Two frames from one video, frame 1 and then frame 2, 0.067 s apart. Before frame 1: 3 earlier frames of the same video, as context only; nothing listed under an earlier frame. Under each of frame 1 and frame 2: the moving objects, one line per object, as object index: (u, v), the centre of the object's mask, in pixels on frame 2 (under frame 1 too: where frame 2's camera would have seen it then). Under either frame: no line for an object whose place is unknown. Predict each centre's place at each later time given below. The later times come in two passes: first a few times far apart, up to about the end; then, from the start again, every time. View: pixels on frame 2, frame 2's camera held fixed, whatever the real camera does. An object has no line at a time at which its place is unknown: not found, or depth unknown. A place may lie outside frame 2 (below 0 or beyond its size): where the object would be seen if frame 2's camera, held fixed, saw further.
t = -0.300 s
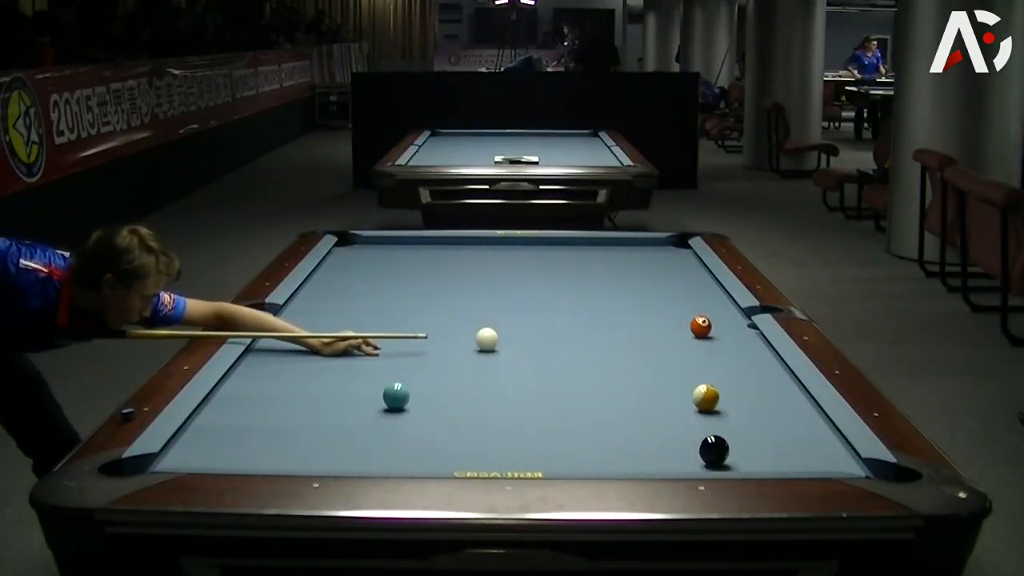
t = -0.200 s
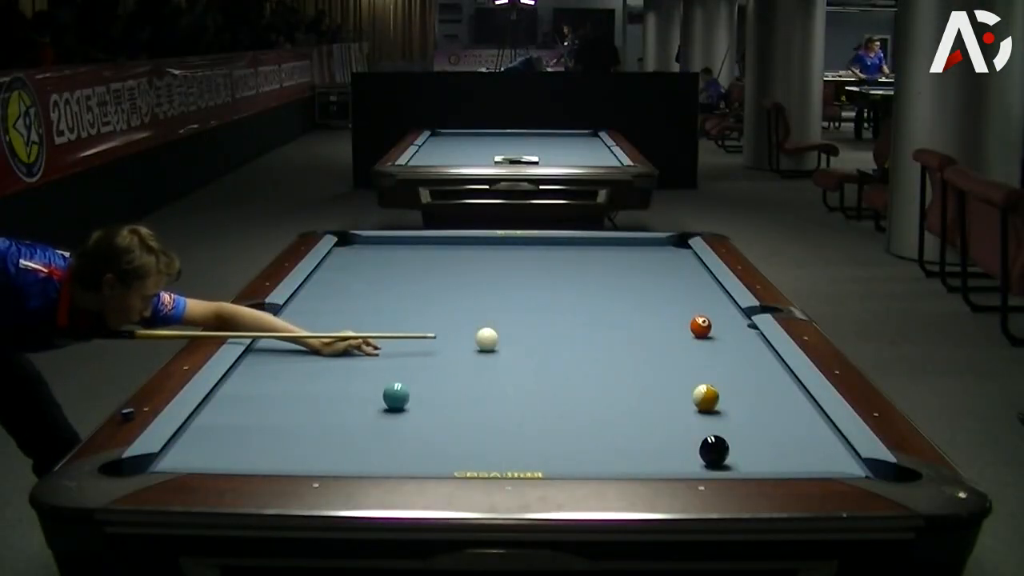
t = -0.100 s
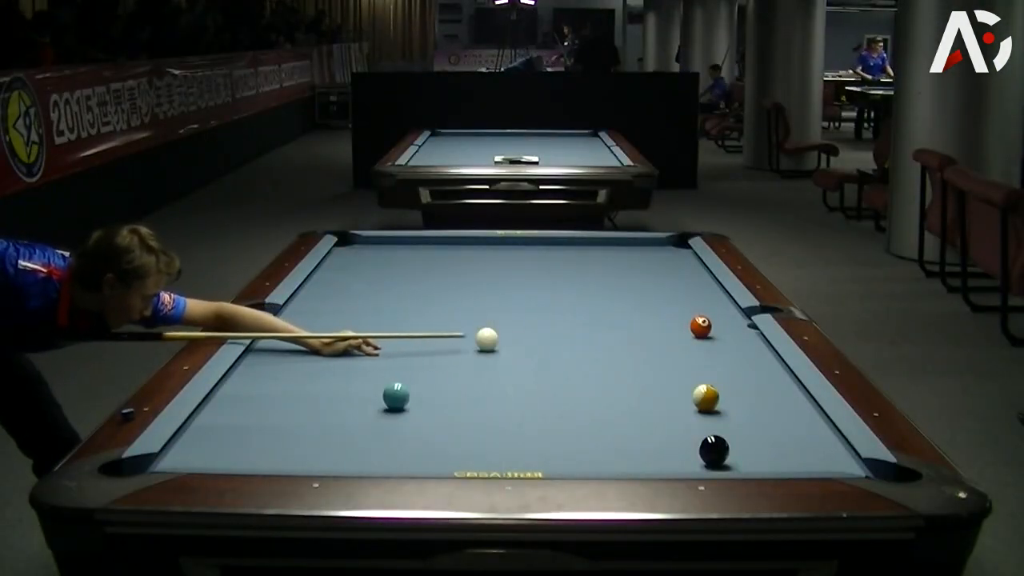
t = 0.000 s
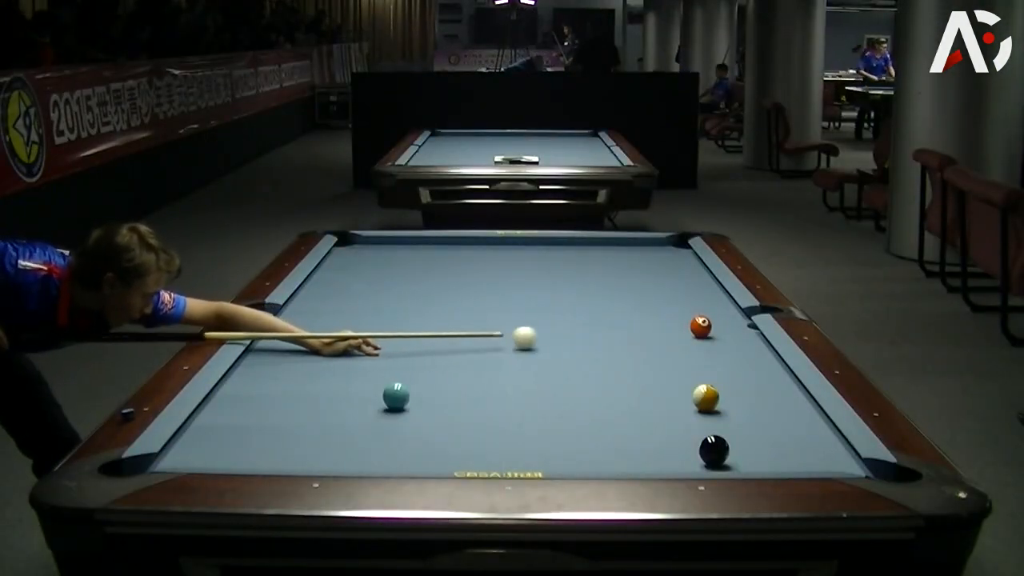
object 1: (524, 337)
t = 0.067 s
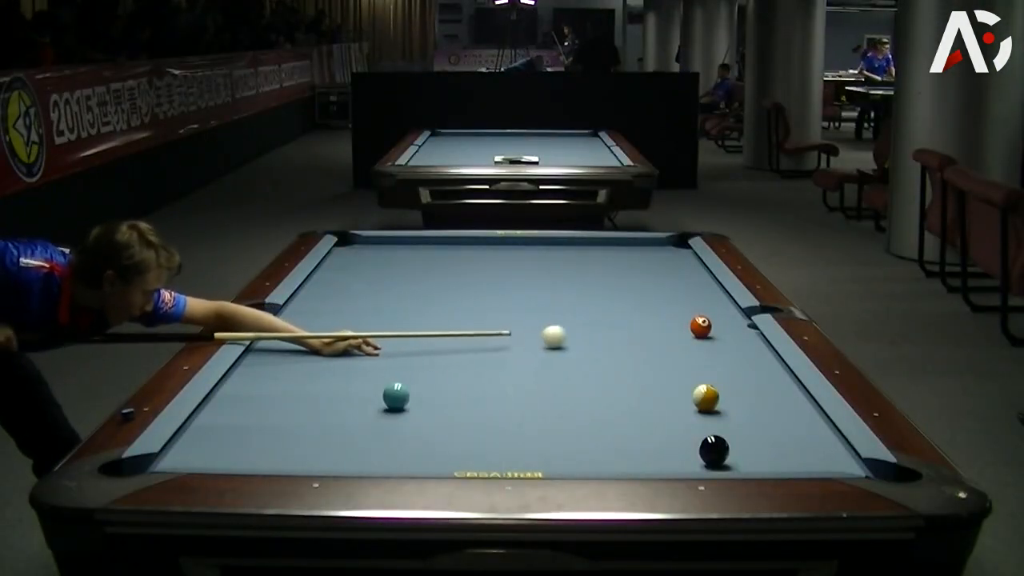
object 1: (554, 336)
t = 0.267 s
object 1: (638, 332)
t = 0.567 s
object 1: (730, 335)
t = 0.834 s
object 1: (730, 337)
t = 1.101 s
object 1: (702, 337)
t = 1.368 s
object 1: (675, 338)
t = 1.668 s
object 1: (648, 338)
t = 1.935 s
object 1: (625, 339)
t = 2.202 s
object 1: (605, 339)
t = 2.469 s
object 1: (586, 339)
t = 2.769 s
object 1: (568, 340)
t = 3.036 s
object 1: (554, 340)
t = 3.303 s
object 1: (542, 341)
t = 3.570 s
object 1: (532, 341)
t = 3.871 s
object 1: (523, 341)
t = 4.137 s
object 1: (518, 341)
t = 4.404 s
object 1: (514, 341)
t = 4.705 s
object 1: (513, 341)
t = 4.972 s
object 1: (514, 341)
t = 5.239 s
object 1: (514, 341)
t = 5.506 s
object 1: (514, 341)
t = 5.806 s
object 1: (514, 341)
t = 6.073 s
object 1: (514, 341)
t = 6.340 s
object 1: (514, 341)
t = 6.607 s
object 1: (514, 341)
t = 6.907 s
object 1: (514, 341)
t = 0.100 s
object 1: (568, 335)
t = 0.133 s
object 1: (582, 335)
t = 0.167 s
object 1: (597, 334)
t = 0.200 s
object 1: (610, 333)
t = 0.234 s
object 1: (625, 333)
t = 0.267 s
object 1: (638, 332)
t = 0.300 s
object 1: (652, 332)
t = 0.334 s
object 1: (666, 331)
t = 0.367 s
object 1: (679, 330)
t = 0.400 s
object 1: (690, 331)
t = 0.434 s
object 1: (698, 332)
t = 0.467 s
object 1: (705, 332)
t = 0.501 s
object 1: (714, 333)
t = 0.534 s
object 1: (722, 334)
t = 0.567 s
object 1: (730, 335)
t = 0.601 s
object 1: (739, 335)
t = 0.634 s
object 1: (747, 336)
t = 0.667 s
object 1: (751, 336)
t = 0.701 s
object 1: (746, 337)
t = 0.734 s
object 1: (742, 336)
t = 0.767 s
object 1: (737, 337)
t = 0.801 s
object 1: (733, 337)
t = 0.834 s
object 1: (730, 337)
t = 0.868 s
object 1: (726, 337)
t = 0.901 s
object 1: (723, 337)
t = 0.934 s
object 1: (719, 337)
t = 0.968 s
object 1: (716, 337)
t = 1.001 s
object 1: (712, 337)
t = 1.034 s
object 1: (709, 337)
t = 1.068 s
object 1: (705, 337)
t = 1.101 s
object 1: (702, 337)
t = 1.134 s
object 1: (698, 338)
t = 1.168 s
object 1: (695, 338)
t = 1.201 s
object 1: (692, 338)
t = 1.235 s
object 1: (688, 338)
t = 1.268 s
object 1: (685, 338)
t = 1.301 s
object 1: (682, 338)
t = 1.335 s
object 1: (678, 338)
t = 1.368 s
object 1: (675, 338)
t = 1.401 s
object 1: (672, 338)
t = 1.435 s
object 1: (669, 338)
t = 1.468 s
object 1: (666, 338)
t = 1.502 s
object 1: (663, 338)
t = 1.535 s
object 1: (660, 338)
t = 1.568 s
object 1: (657, 338)
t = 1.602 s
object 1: (654, 338)
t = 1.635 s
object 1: (651, 339)
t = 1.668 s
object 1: (648, 338)
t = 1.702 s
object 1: (644, 339)
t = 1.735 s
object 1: (642, 339)
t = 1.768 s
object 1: (639, 339)
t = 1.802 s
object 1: (636, 339)
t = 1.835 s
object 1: (634, 339)
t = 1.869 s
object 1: (631, 339)
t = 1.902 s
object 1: (628, 339)
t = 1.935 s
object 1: (625, 339)
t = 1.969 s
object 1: (623, 339)
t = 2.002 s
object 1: (620, 339)
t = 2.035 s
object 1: (617, 339)
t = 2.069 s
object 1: (615, 339)
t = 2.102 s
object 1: (612, 339)
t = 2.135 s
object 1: (610, 339)
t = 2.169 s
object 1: (607, 339)
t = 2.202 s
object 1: (605, 339)
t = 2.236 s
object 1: (602, 339)
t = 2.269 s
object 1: (600, 339)
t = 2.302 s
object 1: (598, 339)
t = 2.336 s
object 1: (595, 339)
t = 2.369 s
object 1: (593, 339)
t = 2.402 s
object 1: (591, 339)
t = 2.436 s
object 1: (588, 339)
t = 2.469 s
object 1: (586, 339)
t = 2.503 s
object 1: (584, 339)
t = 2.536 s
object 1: (582, 339)
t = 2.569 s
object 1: (580, 339)
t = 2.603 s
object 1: (578, 339)
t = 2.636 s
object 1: (576, 340)
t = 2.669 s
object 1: (574, 340)
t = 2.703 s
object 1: (572, 340)
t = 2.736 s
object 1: (570, 340)
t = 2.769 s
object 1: (568, 340)
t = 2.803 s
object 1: (566, 340)
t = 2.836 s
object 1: (564, 340)
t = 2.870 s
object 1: (562, 340)
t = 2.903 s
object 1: (560, 340)
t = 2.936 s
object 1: (559, 340)
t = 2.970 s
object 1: (557, 340)
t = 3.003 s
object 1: (555, 340)
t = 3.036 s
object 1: (554, 340)
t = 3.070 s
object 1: (552, 340)
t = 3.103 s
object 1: (550, 340)
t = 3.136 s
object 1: (549, 340)
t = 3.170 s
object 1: (547, 340)
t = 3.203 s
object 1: (546, 340)
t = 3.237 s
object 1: (544, 341)
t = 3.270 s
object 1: (543, 340)
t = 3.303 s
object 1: (542, 341)
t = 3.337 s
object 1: (540, 341)
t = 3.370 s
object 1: (539, 340)
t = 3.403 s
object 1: (537, 341)
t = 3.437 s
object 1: (536, 341)
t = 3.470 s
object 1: (535, 341)
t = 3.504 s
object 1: (534, 340)
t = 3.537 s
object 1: (533, 341)
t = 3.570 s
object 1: (532, 341)
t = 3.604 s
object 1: (530, 341)
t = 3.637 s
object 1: (529, 341)
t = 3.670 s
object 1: (529, 341)
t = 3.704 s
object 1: (527, 340)
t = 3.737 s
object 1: (527, 341)
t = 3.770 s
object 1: (526, 341)
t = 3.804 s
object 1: (525, 341)
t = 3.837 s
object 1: (524, 341)
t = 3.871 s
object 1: (523, 341)
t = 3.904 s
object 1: (522, 341)
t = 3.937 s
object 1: (522, 341)
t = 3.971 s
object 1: (521, 341)
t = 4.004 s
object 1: (520, 341)
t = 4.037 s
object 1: (519, 341)
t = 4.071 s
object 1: (519, 341)
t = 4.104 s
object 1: (518, 341)
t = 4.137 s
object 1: (518, 341)
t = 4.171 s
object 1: (517, 341)
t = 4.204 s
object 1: (517, 341)
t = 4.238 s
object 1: (516, 341)
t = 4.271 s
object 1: (516, 341)
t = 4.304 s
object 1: (515, 341)
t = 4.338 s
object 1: (515, 341)
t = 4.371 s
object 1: (514, 341)
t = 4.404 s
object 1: (514, 341)
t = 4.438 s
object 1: (514, 341)
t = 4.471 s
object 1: (514, 341)
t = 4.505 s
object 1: (514, 341)
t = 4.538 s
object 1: (513, 341)
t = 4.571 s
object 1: (513, 341)
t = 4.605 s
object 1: (513, 341)
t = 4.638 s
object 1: (513, 341)
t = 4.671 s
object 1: (513, 341)
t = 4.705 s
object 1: (513, 341)
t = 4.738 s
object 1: (513, 341)
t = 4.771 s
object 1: (513, 341)
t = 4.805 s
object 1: (513, 341)
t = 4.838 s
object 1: (513, 341)
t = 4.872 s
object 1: (513, 341)
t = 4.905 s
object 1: (513, 341)
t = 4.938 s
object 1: (514, 341)
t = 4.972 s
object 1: (514, 341)
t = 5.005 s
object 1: (514, 341)
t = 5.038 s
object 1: (514, 341)
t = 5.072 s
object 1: (514, 341)
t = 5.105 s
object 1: (514, 341)
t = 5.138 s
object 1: (514, 341)
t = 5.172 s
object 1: (514, 341)
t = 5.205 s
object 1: (514, 341)
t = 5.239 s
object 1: (514, 341)
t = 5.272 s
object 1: (514, 341)
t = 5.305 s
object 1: (514, 341)
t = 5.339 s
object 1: (514, 341)
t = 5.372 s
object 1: (514, 341)
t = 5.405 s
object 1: (514, 341)
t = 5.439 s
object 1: (514, 341)
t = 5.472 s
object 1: (514, 341)
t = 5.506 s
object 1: (514, 341)
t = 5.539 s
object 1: (514, 341)
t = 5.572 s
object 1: (514, 341)
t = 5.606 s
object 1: (514, 341)
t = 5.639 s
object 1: (514, 341)
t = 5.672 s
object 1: (514, 341)
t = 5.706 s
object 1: (514, 341)
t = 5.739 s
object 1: (514, 341)
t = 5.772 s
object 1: (514, 341)
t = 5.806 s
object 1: (514, 341)
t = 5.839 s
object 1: (514, 341)
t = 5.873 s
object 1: (514, 341)
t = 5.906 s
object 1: (514, 341)
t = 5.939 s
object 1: (514, 341)
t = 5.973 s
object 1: (514, 341)
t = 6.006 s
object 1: (514, 341)
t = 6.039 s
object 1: (514, 341)
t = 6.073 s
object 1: (514, 341)
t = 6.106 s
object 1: (514, 341)
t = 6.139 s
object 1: (514, 341)
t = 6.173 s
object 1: (514, 341)
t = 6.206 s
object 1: (514, 341)
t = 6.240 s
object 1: (514, 341)
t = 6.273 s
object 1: (514, 341)
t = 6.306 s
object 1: (514, 341)
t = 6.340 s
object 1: (514, 341)
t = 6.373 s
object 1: (514, 341)
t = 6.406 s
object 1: (514, 341)
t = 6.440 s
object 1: (514, 341)
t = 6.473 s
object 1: (514, 341)
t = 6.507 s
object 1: (514, 341)
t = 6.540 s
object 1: (514, 341)
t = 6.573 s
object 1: (514, 341)
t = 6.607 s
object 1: (514, 341)
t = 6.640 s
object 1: (514, 341)
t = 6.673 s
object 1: (514, 341)
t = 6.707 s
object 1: (514, 341)
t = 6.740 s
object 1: (514, 341)
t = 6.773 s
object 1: (514, 341)
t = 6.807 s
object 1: (514, 341)
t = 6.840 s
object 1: (514, 341)
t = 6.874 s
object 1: (514, 341)
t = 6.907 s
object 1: (514, 341)
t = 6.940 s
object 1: (514, 341)
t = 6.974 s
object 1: (514, 341)
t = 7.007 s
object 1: (514, 341)
